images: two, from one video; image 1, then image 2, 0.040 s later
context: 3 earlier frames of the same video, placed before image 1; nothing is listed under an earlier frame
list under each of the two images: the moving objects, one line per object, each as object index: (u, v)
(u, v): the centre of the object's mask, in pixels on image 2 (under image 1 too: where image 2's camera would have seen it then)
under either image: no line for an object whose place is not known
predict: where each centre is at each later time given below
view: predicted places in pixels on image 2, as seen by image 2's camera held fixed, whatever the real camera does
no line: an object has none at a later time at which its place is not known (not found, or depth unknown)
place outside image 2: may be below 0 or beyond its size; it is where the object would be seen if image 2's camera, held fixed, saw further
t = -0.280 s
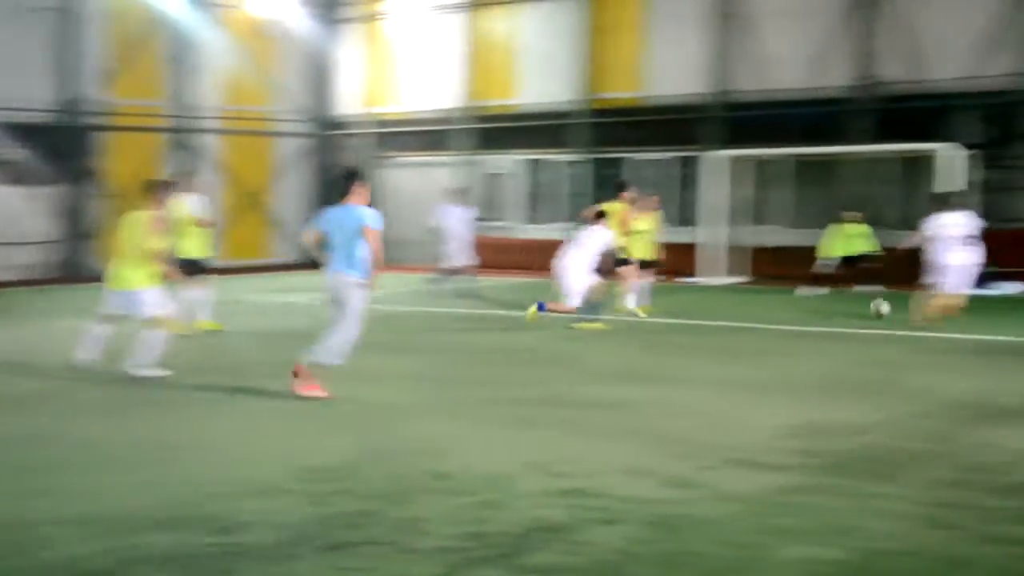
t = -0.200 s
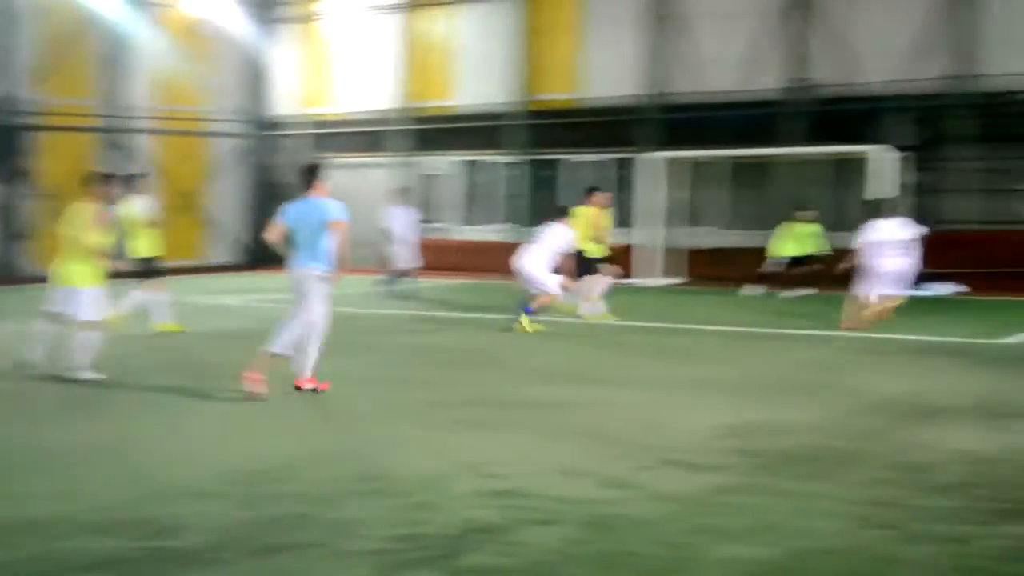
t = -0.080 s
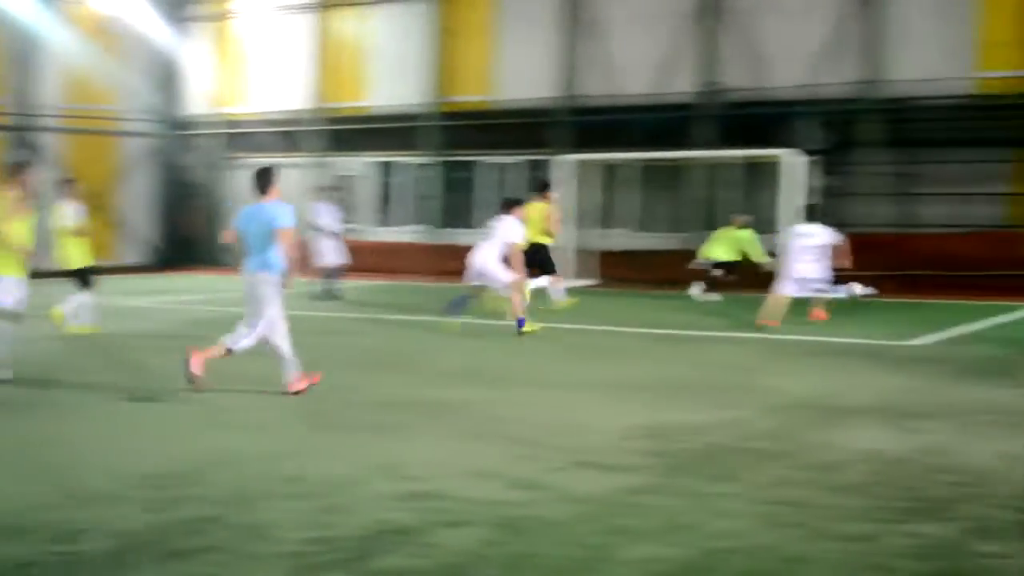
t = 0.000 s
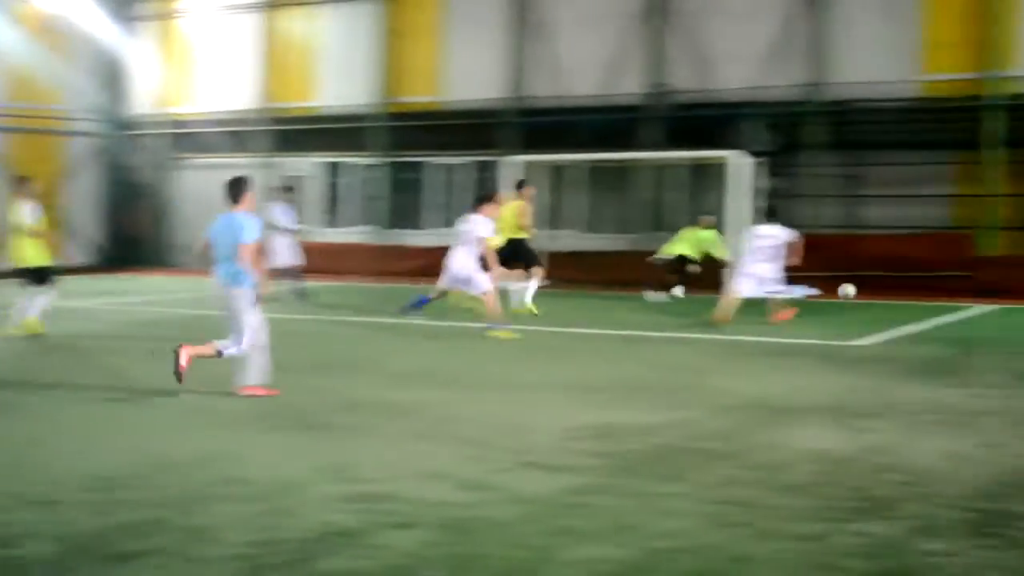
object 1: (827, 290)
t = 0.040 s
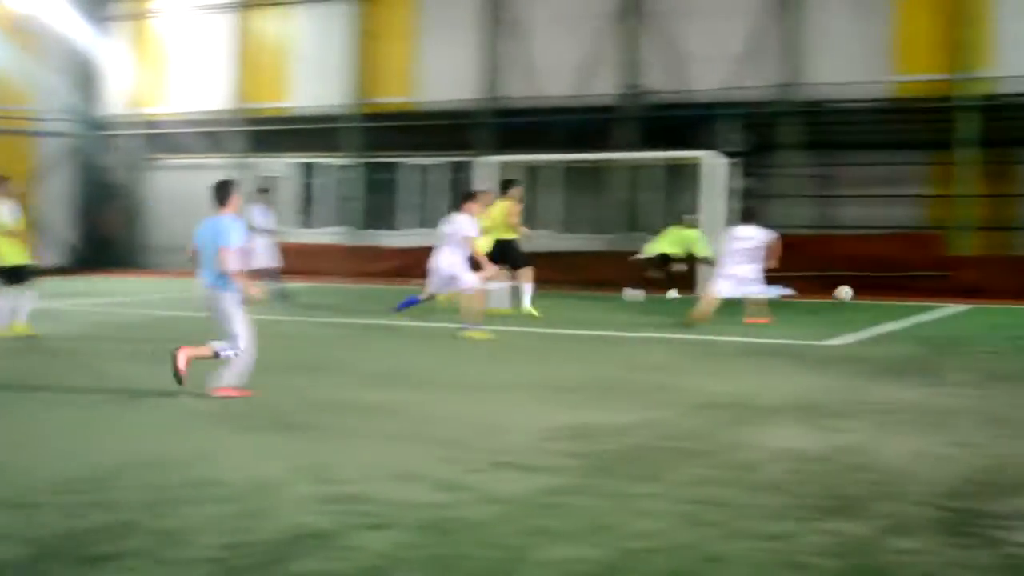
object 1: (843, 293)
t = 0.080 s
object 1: (859, 295)
